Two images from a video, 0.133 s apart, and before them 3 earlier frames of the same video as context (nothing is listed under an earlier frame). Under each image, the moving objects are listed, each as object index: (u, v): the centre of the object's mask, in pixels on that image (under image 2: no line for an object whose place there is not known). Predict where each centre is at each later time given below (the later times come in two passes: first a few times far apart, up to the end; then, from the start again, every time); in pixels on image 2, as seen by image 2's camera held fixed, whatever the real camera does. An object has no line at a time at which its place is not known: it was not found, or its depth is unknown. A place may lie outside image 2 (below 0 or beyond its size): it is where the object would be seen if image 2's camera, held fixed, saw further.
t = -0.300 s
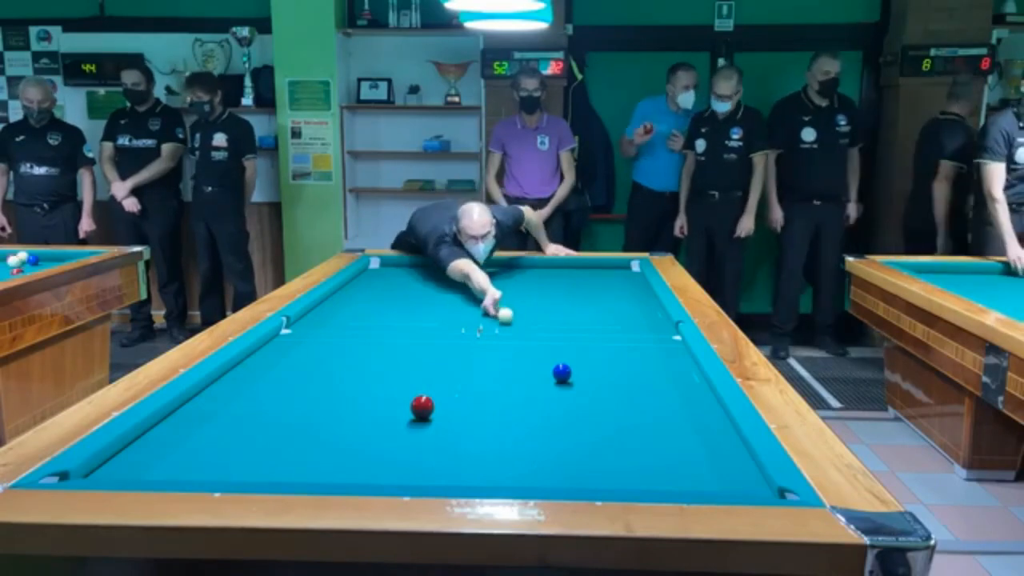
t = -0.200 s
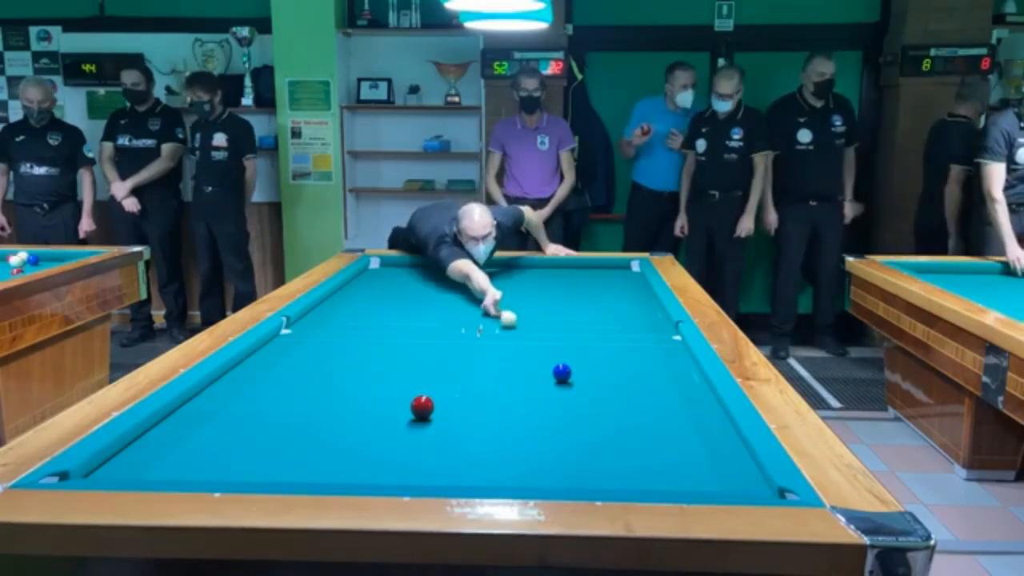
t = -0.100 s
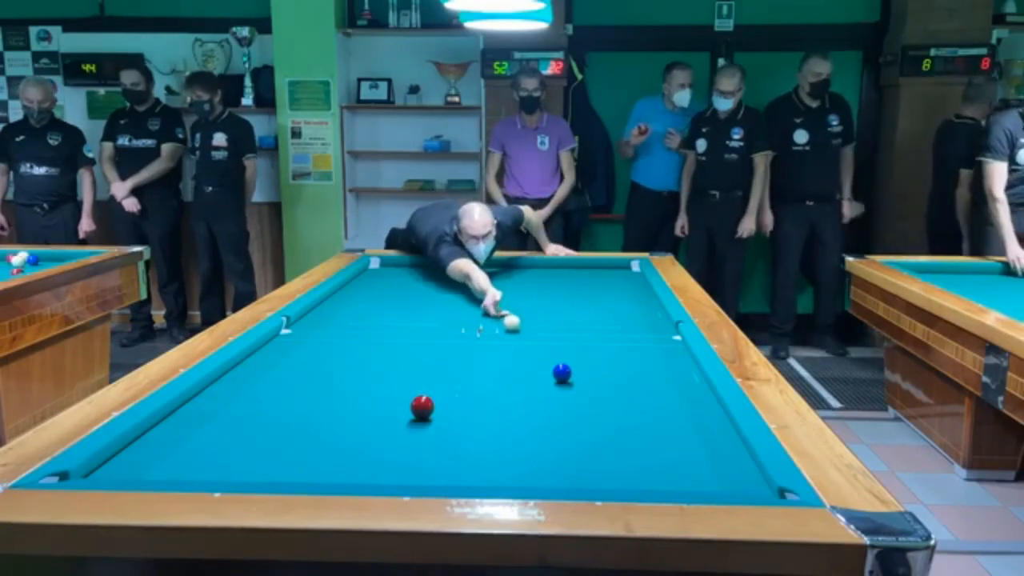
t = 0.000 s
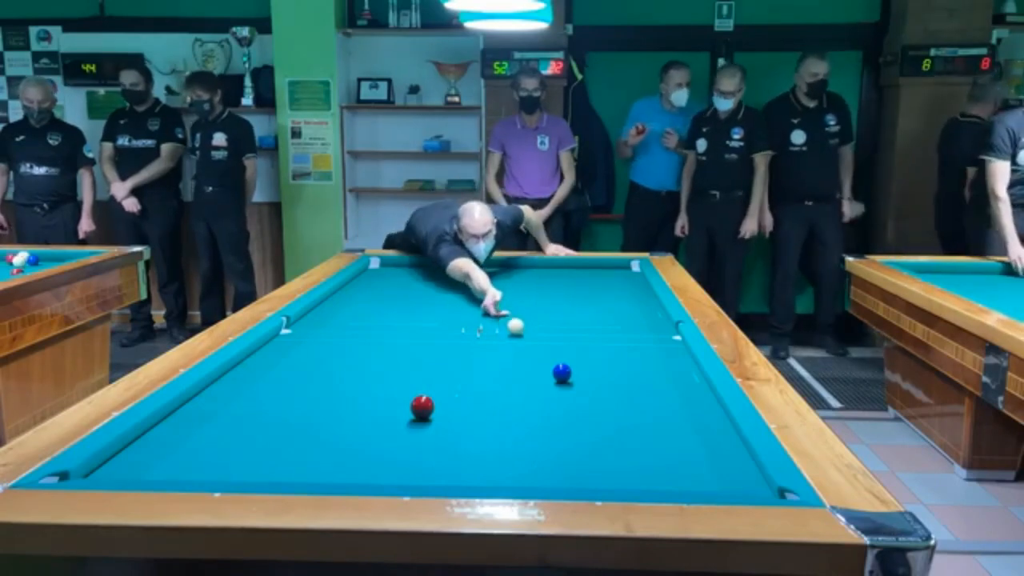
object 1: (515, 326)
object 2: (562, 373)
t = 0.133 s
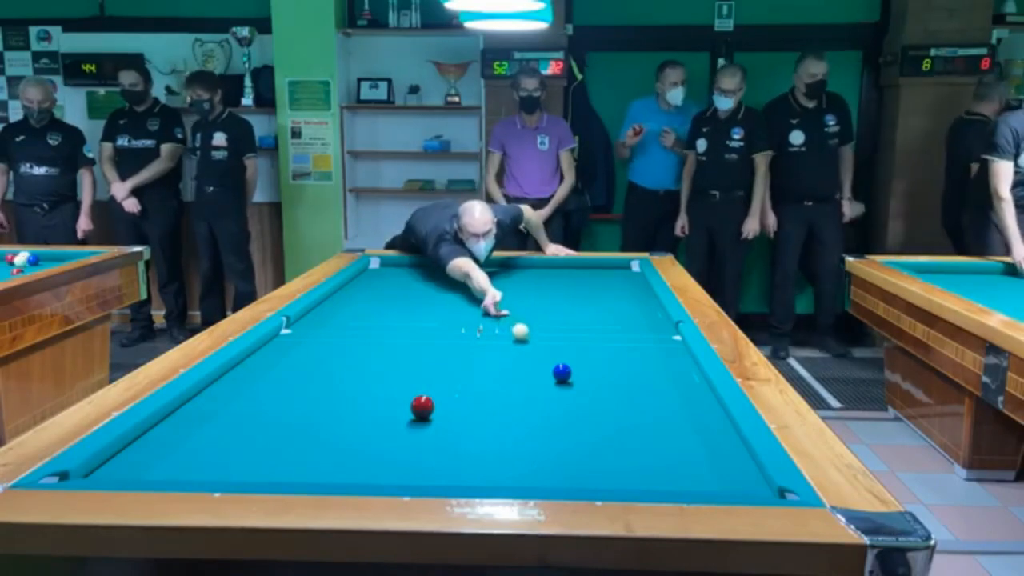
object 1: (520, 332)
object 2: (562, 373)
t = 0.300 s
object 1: (526, 338)
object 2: (562, 373)
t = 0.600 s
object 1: (539, 352)
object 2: (562, 373)
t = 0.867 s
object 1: (549, 364)
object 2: (561, 373)
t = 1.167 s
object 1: (549, 372)
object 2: (583, 385)
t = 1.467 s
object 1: (547, 379)
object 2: (605, 397)
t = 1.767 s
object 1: (545, 385)
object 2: (627, 409)
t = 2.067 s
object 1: (543, 390)
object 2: (651, 423)
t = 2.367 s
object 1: (541, 396)
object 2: (675, 437)
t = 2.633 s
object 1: (539, 401)
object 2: (698, 450)
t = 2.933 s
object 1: (537, 407)
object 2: (725, 465)
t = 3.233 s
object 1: (536, 411)
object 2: (753, 479)
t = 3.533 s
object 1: (535, 415)
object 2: (752, 487)
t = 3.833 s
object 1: (536, 420)
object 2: (746, 489)
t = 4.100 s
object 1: (536, 423)
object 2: (739, 486)
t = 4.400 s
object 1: (537, 427)
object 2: (731, 483)
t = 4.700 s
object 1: (537, 429)
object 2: (725, 481)
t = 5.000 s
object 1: (536, 431)
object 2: (721, 479)
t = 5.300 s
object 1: (536, 432)
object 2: (718, 477)
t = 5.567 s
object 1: (536, 433)
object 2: (716, 476)
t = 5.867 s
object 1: (535, 433)
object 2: (714, 475)
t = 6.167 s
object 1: (536, 433)
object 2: (713, 475)
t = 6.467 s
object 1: (536, 433)
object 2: (713, 474)
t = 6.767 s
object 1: (535, 433)
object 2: (713, 474)
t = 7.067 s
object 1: (536, 433)
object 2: (713, 474)
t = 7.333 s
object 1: (535, 433)
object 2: (713, 475)
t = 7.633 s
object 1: (535, 433)
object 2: (713, 475)
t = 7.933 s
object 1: (535, 433)
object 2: (713, 475)
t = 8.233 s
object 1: (535, 433)
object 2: (713, 474)
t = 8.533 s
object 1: (536, 433)
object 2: (713, 475)
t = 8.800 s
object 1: (536, 433)
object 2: (713, 474)
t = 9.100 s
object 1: (535, 433)
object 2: (713, 474)
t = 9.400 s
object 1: (535, 433)
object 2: (713, 474)
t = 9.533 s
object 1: (535, 433)
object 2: (713, 474)
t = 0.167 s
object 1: (521, 333)
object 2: (562, 373)
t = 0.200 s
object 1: (522, 334)
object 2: (562, 373)
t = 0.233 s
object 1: (524, 336)
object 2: (562, 373)
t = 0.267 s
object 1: (525, 337)
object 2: (562, 373)
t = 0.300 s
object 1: (526, 338)
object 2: (562, 373)
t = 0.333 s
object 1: (528, 340)
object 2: (562, 373)
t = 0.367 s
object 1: (529, 341)
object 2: (562, 373)
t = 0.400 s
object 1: (530, 343)
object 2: (562, 373)
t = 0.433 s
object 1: (532, 344)
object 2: (562, 373)
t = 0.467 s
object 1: (533, 346)
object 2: (562, 373)
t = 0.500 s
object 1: (535, 348)
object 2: (562, 373)
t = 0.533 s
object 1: (536, 349)
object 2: (562, 373)
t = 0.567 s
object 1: (537, 350)
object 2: (562, 373)
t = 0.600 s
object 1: (539, 352)
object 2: (562, 373)
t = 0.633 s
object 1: (540, 354)
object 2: (562, 373)
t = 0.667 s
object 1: (541, 356)
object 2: (562, 373)
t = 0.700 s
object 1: (543, 357)
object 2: (562, 373)
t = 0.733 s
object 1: (544, 359)
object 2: (562, 373)
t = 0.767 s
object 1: (546, 360)
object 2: (561, 372)
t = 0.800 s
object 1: (547, 361)
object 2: (561, 372)
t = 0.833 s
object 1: (548, 362)
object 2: (561, 373)
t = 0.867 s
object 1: (549, 364)
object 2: (561, 373)
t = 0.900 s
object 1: (550, 365)
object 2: (563, 374)
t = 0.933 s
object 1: (550, 366)
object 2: (566, 375)
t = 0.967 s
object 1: (550, 368)
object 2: (569, 377)
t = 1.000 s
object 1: (550, 368)
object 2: (572, 378)
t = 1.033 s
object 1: (550, 369)
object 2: (574, 380)
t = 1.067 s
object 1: (549, 370)
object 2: (576, 381)
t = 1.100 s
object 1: (549, 370)
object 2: (579, 382)
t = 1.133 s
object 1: (549, 371)
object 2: (581, 384)
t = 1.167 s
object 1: (549, 372)
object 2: (583, 385)
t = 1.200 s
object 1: (549, 373)
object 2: (585, 386)
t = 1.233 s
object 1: (548, 373)
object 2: (588, 387)
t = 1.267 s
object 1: (548, 375)
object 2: (590, 389)
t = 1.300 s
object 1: (548, 375)
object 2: (592, 390)
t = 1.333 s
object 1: (548, 376)
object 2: (595, 391)
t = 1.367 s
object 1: (548, 377)
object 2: (597, 393)
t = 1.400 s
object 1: (547, 377)
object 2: (600, 394)
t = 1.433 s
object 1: (547, 378)
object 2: (602, 395)
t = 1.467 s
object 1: (547, 379)
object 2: (605, 397)
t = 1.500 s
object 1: (546, 379)
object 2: (607, 398)
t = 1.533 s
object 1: (546, 380)
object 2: (609, 399)
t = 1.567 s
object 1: (546, 381)
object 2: (612, 401)
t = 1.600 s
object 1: (546, 381)
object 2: (614, 402)
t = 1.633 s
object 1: (545, 382)
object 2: (617, 404)
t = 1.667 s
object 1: (545, 383)
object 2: (620, 405)
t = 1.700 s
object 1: (545, 383)
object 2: (622, 407)
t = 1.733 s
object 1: (545, 384)
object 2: (624, 408)
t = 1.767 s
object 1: (545, 385)
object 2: (627, 409)
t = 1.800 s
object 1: (544, 385)
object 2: (630, 411)
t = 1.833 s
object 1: (544, 386)
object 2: (632, 412)
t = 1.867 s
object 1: (544, 386)
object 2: (635, 414)
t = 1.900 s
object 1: (544, 387)
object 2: (637, 415)
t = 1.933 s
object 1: (544, 388)
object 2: (640, 417)
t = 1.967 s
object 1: (544, 389)
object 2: (642, 418)
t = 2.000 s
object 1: (543, 389)
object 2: (645, 420)
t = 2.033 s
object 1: (543, 390)
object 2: (648, 421)
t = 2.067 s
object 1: (543, 390)
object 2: (651, 423)
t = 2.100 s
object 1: (543, 390)
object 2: (653, 424)
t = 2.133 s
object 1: (542, 391)
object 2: (656, 426)
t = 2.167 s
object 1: (542, 392)
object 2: (659, 427)
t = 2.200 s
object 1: (542, 393)
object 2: (661, 429)
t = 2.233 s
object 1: (542, 394)
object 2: (664, 430)
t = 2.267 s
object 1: (542, 395)
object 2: (667, 432)
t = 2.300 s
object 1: (541, 395)
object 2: (670, 434)
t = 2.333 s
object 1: (541, 395)
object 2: (672, 435)
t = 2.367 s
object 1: (541, 396)
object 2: (675, 437)
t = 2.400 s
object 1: (540, 396)
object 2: (678, 439)
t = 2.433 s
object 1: (540, 397)
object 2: (681, 440)
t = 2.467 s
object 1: (540, 398)
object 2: (684, 442)
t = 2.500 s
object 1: (539, 398)
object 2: (686, 443)
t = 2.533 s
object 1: (539, 399)
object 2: (689, 445)
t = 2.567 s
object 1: (539, 399)
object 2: (692, 446)
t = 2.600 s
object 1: (539, 401)
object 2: (695, 448)
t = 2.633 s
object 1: (539, 401)
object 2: (698, 450)
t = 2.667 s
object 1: (538, 401)
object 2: (701, 452)
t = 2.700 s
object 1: (538, 402)
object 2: (704, 453)
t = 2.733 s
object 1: (538, 402)
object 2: (707, 455)
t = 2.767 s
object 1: (538, 403)
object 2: (710, 456)
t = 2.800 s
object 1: (538, 404)
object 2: (713, 457)
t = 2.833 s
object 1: (537, 404)
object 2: (716, 460)
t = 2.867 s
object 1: (537, 405)
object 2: (719, 462)
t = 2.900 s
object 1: (537, 406)
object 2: (722, 463)
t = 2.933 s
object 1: (537, 407)
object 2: (725, 465)
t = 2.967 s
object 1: (536, 407)
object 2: (728, 467)
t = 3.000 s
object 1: (536, 407)
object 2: (732, 469)
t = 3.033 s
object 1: (536, 407)
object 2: (734, 470)
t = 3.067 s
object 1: (536, 408)
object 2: (737, 472)
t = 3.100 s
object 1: (536, 409)
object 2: (741, 474)
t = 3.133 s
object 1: (536, 409)
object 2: (744, 475)
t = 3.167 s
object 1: (535, 410)
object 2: (747, 476)
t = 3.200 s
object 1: (536, 411)
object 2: (750, 478)
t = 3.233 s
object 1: (536, 411)
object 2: (753, 479)
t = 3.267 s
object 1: (536, 411)
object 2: (753, 480)
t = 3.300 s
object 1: (535, 412)
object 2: (753, 481)
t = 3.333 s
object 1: (535, 412)
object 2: (753, 482)
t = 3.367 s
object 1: (536, 413)
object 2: (753, 483)
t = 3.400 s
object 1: (535, 413)
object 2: (752, 484)
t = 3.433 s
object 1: (535, 414)
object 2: (752, 485)
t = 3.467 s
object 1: (535, 414)
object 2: (752, 485)
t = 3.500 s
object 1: (535, 415)
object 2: (752, 486)
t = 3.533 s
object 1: (535, 415)
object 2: (752, 487)
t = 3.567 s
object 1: (535, 416)
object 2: (752, 487)
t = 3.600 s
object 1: (535, 416)
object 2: (751, 488)
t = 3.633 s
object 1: (535, 417)
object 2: (751, 489)
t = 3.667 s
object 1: (535, 417)
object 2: (751, 489)
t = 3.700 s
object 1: (535, 418)
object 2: (751, 490)
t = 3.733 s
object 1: (535, 418)
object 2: (750, 490)
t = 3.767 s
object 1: (536, 419)
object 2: (748, 489)
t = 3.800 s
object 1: (536, 419)
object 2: (747, 489)
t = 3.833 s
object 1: (536, 420)
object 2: (746, 489)
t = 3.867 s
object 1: (536, 420)
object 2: (745, 488)
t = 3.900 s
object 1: (536, 421)
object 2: (744, 488)
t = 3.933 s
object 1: (536, 421)
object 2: (743, 488)
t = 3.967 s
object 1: (536, 422)
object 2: (743, 487)
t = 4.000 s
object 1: (536, 422)
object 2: (741, 487)
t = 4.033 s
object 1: (536, 422)
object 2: (741, 487)
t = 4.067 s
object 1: (536, 422)
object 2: (740, 486)
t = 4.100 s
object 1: (536, 423)
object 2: (739, 486)
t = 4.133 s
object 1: (536, 424)
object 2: (738, 486)
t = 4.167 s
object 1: (536, 424)
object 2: (737, 485)
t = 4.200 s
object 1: (536, 424)
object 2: (736, 485)
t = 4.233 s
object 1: (537, 425)
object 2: (735, 485)
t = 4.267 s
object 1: (537, 425)
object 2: (735, 484)
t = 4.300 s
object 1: (537, 425)
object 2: (734, 484)
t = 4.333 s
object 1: (536, 425)
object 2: (733, 484)
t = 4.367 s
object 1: (537, 426)
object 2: (732, 484)
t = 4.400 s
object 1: (537, 427)
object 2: (731, 483)
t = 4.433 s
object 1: (537, 427)
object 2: (730, 483)
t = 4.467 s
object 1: (537, 427)
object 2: (730, 483)
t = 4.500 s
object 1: (537, 427)
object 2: (729, 483)
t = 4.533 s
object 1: (537, 427)
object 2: (728, 483)
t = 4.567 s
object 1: (537, 428)
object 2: (728, 482)
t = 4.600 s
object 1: (537, 428)
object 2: (727, 482)
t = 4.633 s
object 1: (537, 428)
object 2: (727, 482)
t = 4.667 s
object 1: (537, 428)
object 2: (726, 481)
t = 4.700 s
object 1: (537, 429)
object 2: (725, 481)
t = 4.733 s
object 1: (537, 429)
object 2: (725, 481)
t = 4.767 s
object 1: (537, 430)
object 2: (724, 480)
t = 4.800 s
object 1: (537, 430)
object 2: (724, 480)
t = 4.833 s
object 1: (537, 430)
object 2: (723, 480)
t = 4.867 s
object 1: (537, 430)
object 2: (723, 480)
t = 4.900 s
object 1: (536, 430)
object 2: (722, 479)
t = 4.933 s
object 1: (537, 430)
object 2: (722, 479)
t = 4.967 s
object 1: (537, 430)
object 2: (721, 479)
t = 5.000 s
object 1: (536, 431)
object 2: (721, 479)
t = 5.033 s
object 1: (536, 431)
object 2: (721, 479)
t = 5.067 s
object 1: (536, 431)
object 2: (720, 478)
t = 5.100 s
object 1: (536, 432)
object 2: (720, 478)
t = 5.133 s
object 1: (536, 432)
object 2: (720, 478)
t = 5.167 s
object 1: (536, 432)
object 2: (719, 478)
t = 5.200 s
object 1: (536, 432)
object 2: (719, 478)
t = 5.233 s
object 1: (536, 432)
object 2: (719, 478)
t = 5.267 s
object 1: (536, 432)
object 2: (718, 477)
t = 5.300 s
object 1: (536, 432)
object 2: (718, 477)
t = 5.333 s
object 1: (536, 432)
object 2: (718, 477)
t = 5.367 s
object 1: (536, 432)
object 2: (718, 477)
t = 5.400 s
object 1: (536, 432)
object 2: (718, 476)
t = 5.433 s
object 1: (536, 433)
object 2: (717, 476)
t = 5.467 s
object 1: (536, 433)
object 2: (717, 476)
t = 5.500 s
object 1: (536, 433)
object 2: (716, 476)
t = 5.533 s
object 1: (536, 433)
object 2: (716, 476)
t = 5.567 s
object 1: (536, 433)
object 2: (716, 476)
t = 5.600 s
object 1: (536, 433)
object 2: (716, 476)
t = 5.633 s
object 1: (535, 433)
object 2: (716, 476)
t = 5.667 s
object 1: (535, 433)
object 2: (715, 475)
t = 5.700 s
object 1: (535, 433)
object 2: (715, 475)
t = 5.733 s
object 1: (535, 433)
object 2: (715, 475)
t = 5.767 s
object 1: (535, 433)
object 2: (715, 476)
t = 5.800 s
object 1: (535, 433)
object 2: (714, 475)
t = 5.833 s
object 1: (535, 433)
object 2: (714, 475)
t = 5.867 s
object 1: (535, 433)
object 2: (714, 475)
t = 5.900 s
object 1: (535, 433)
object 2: (714, 475)
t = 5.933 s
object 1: (535, 433)
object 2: (714, 475)
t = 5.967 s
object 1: (536, 433)
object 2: (714, 475)
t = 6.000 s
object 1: (536, 433)
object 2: (713, 475)
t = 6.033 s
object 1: (535, 433)
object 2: (713, 475)
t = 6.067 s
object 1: (535, 433)
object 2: (713, 475)
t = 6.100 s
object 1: (535, 433)
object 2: (713, 475)
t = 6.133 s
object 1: (536, 433)
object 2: (713, 475)
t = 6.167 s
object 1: (536, 433)
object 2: (713, 475)
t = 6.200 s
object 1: (536, 433)
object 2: (713, 475)
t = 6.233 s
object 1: (536, 433)
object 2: (713, 475)
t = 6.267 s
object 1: (535, 433)
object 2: (713, 475)
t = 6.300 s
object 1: (535, 433)
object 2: (713, 475)
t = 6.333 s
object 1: (536, 433)
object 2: (713, 475)
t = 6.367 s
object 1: (536, 433)
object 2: (713, 474)
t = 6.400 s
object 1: (536, 433)
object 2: (713, 475)
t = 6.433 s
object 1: (536, 433)
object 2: (713, 475)
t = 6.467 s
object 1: (536, 433)
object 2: (713, 474)
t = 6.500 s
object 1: (535, 433)
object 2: (713, 475)
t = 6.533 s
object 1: (535, 433)
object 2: (713, 475)
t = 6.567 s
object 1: (535, 433)
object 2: (713, 475)
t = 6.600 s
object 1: (535, 433)
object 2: (713, 475)
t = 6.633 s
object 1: (535, 433)
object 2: (713, 475)
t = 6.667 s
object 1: (535, 433)
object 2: (713, 474)
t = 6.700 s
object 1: (535, 433)
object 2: (713, 474)
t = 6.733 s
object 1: (535, 433)
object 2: (713, 474)
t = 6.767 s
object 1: (535, 433)
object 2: (713, 474)
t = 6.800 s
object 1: (535, 433)
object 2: (713, 474)
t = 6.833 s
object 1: (535, 433)
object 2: (713, 474)
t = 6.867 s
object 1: (535, 433)
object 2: (713, 474)
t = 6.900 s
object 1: (535, 433)
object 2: (713, 474)
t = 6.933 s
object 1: (535, 433)
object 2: (713, 474)
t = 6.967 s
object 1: (535, 433)
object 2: (713, 474)
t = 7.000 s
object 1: (535, 433)
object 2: (713, 474)
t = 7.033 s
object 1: (535, 433)
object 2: (713, 474)
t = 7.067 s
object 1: (536, 433)
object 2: (713, 474)
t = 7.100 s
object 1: (536, 433)
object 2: (713, 474)
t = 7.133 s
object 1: (535, 433)
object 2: (713, 475)
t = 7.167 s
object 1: (535, 433)
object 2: (713, 475)
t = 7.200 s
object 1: (535, 433)
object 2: (713, 474)
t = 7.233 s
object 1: (535, 433)
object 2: (713, 475)
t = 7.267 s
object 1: (535, 433)
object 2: (713, 474)
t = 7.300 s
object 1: (535, 433)
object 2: (713, 475)
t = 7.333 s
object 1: (535, 433)
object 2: (713, 475)
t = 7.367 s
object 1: (535, 433)
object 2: (713, 475)
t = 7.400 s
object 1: (536, 433)
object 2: (713, 475)
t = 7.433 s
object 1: (536, 433)
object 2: (713, 475)
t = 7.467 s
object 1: (535, 433)
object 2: (713, 475)
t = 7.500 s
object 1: (535, 433)
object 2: (713, 475)
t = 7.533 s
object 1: (535, 433)
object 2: (713, 474)
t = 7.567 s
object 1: (535, 433)
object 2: (713, 475)
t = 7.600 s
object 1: (535, 433)
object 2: (713, 475)
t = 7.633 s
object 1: (535, 433)
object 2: (713, 475)
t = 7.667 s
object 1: (535, 433)
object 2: (713, 475)
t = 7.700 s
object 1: (535, 433)
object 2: (713, 475)
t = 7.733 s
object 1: (535, 433)
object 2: (713, 475)
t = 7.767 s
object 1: (535, 433)
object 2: (713, 475)
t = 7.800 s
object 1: (535, 433)
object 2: (713, 475)
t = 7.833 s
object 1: (535, 433)
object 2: (713, 475)
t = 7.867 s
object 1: (535, 433)
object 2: (713, 475)
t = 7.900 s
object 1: (535, 433)
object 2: (713, 474)
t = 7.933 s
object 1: (535, 433)
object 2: (713, 475)
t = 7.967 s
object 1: (535, 433)
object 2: (713, 474)
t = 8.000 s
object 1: (535, 433)
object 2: (713, 474)
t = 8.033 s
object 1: (535, 433)
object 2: (713, 474)
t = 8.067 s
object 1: (535, 433)
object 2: (713, 474)
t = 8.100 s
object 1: (535, 433)
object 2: (713, 474)
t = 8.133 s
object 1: (535, 433)
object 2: (713, 474)
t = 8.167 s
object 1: (535, 433)
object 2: (713, 474)
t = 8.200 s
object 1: (535, 433)
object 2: (713, 474)
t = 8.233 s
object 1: (535, 433)
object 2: (713, 474)
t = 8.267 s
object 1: (535, 433)
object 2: (713, 474)
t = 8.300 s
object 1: (535, 433)
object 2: (713, 474)
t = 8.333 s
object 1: (535, 433)
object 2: (713, 475)
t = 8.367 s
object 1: (535, 433)
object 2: (713, 474)
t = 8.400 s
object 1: (535, 433)
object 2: (713, 474)
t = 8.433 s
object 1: (535, 433)
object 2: (713, 474)
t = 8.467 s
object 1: (535, 433)
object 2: (713, 474)
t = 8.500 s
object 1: (535, 433)
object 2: (713, 474)
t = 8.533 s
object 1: (536, 433)
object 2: (713, 475)
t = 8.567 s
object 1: (535, 433)
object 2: (713, 474)
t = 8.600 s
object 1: (535, 433)
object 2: (713, 474)
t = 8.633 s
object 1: (535, 433)
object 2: (713, 474)
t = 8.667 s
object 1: (535, 433)
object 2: (713, 474)
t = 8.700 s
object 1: (535, 433)
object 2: (713, 474)
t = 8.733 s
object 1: (535, 433)
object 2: (713, 474)
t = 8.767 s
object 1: (535, 433)
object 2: (713, 474)
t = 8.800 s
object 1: (536, 433)
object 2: (713, 474)
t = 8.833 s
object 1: (535, 433)
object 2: (713, 474)
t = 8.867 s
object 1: (535, 433)
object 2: (713, 474)
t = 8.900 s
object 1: (535, 433)
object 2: (713, 474)
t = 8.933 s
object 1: (536, 433)
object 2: (713, 474)
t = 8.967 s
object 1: (536, 433)
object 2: (713, 474)
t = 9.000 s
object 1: (536, 433)
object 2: (713, 475)
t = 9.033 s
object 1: (535, 433)
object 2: (713, 474)
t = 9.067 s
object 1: (535, 433)
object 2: (713, 474)
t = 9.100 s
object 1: (535, 433)
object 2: (713, 474)
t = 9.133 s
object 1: (535, 433)
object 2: (713, 474)
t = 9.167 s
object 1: (535, 433)
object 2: (713, 474)
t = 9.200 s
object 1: (535, 433)
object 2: (713, 474)
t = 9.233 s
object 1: (535, 433)
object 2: (713, 474)
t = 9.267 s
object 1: (535, 433)
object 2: (713, 474)
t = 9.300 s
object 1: (535, 433)
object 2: (713, 474)
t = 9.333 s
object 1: (535, 433)
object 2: (713, 474)
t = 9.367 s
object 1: (535, 433)
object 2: (713, 474)
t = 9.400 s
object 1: (535, 433)
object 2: (713, 474)
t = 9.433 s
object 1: (535, 433)
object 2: (713, 474)
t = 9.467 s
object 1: (535, 434)
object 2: (713, 474)
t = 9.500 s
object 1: (535, 433)
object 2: (713, 474)
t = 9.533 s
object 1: (535, 433)
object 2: (713, 474)
